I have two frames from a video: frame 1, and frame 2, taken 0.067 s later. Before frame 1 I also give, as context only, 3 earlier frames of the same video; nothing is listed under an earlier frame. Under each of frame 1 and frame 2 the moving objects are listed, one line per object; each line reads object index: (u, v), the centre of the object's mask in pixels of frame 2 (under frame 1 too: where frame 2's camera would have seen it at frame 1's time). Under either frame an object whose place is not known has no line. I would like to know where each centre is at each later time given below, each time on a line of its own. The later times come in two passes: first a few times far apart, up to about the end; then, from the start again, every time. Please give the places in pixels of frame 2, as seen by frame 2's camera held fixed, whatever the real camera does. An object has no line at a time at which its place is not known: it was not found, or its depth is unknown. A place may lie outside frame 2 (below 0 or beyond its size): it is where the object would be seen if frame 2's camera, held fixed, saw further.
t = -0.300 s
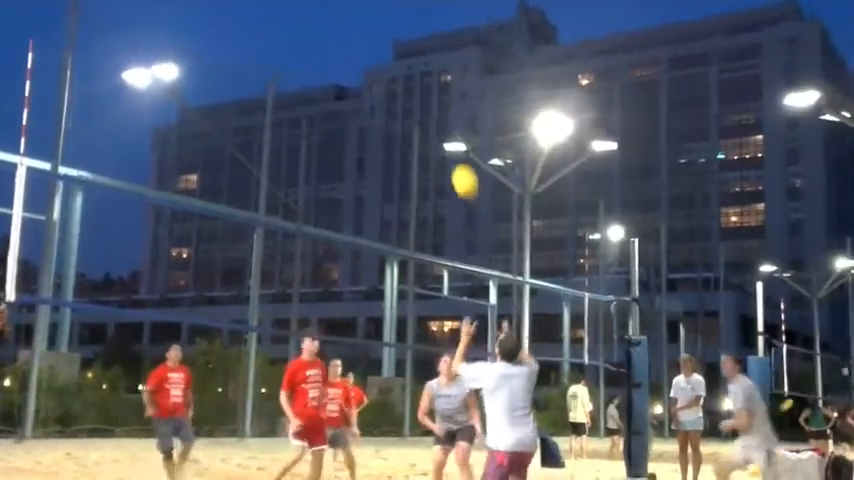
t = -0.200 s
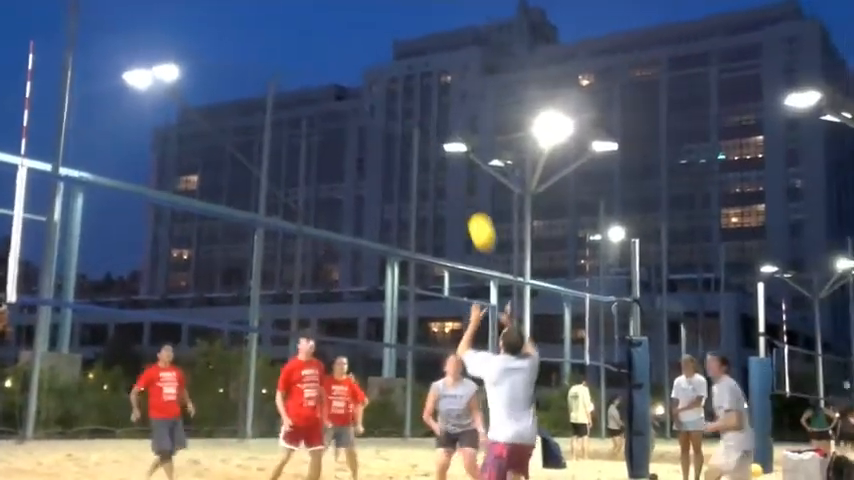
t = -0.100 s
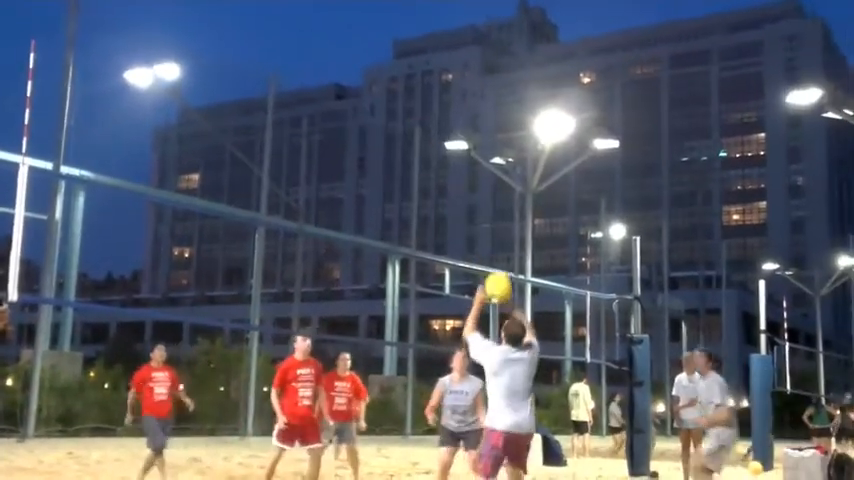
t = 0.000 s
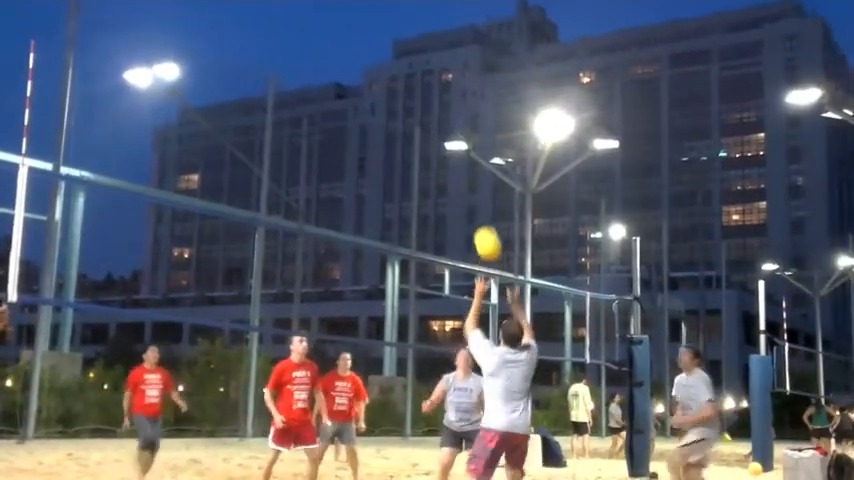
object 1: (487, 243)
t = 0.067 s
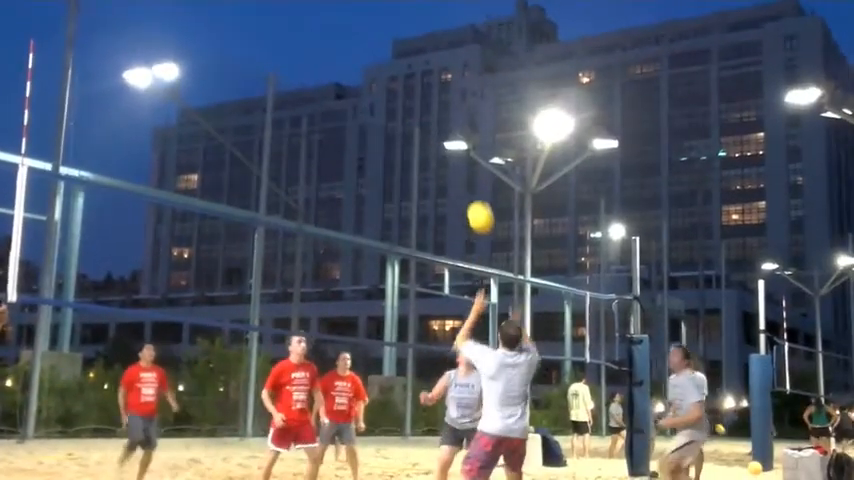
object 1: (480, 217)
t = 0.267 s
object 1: (461, 171)
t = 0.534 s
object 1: (437, 177)
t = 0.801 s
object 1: (415, 254)
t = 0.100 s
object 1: (477, 206)
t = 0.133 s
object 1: (474, 196)
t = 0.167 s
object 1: (470, 187)
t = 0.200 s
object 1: (467, 181)
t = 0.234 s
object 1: (464, 176)
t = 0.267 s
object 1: (461, 171)
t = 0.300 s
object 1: (458, 168)
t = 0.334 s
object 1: (455, 165)
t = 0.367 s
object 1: (452, 164)
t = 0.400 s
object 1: (449, 164)
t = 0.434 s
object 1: (446, 166)
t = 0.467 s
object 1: (443, 168)
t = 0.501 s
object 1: (440, 172)
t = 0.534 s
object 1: (437, 177)
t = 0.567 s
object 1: (434, 182)
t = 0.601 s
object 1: (431, 190)
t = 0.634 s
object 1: (428, 197)
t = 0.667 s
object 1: (425, 207)
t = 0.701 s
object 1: (423, 217)
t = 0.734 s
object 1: (420, 229)
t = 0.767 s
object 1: (417, 241)
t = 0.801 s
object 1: (415, 254)
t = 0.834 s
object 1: (412, 269)
